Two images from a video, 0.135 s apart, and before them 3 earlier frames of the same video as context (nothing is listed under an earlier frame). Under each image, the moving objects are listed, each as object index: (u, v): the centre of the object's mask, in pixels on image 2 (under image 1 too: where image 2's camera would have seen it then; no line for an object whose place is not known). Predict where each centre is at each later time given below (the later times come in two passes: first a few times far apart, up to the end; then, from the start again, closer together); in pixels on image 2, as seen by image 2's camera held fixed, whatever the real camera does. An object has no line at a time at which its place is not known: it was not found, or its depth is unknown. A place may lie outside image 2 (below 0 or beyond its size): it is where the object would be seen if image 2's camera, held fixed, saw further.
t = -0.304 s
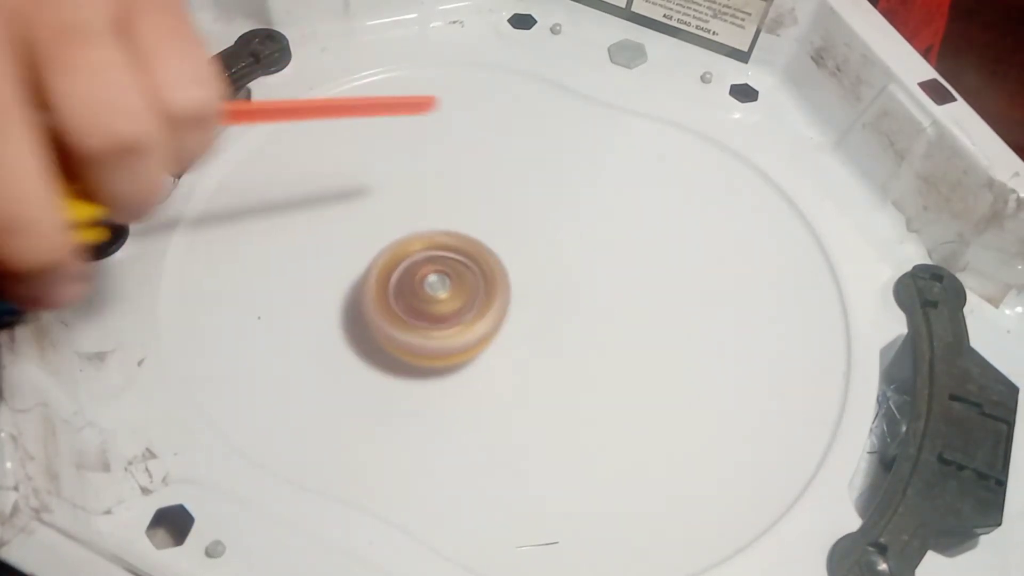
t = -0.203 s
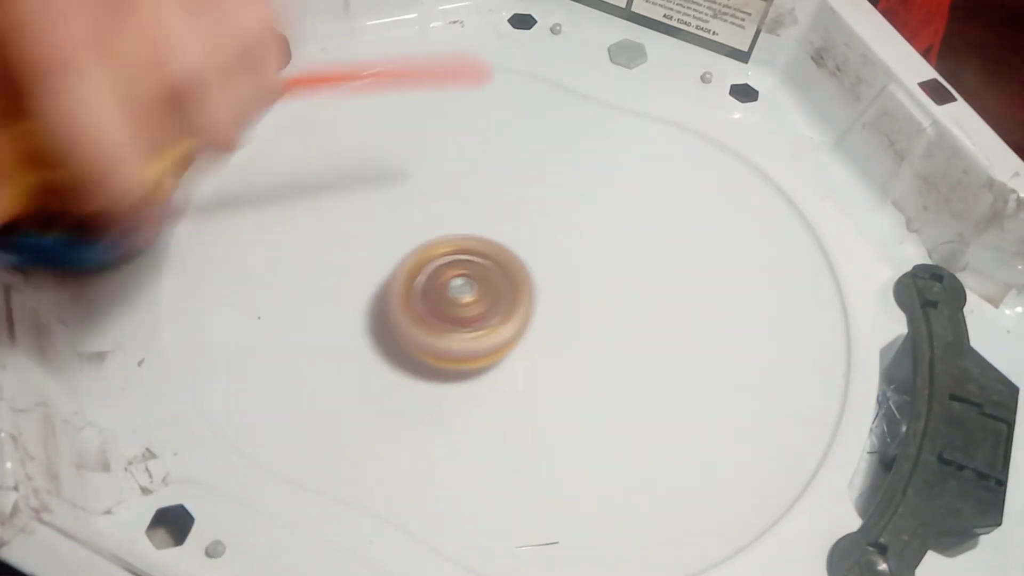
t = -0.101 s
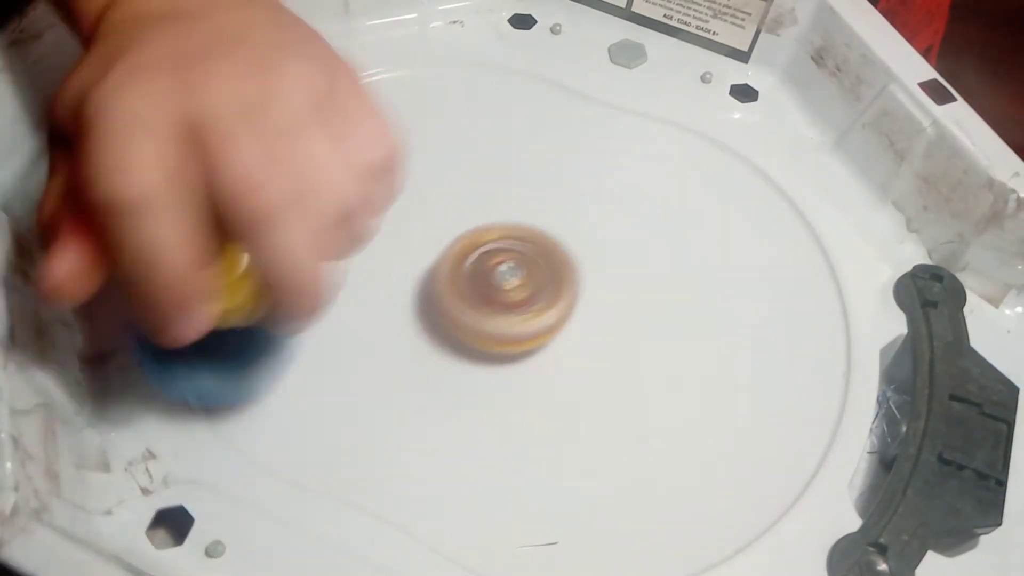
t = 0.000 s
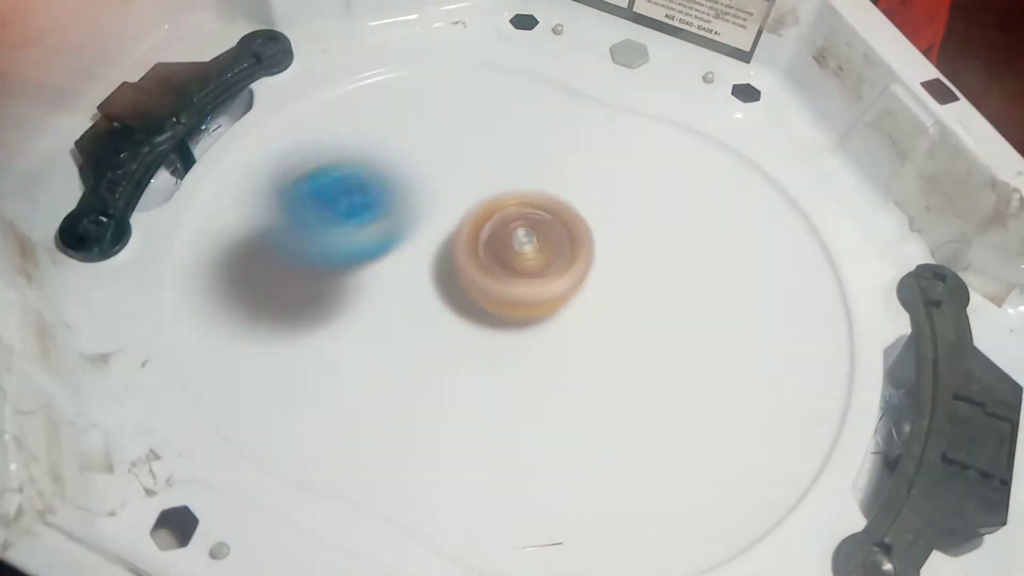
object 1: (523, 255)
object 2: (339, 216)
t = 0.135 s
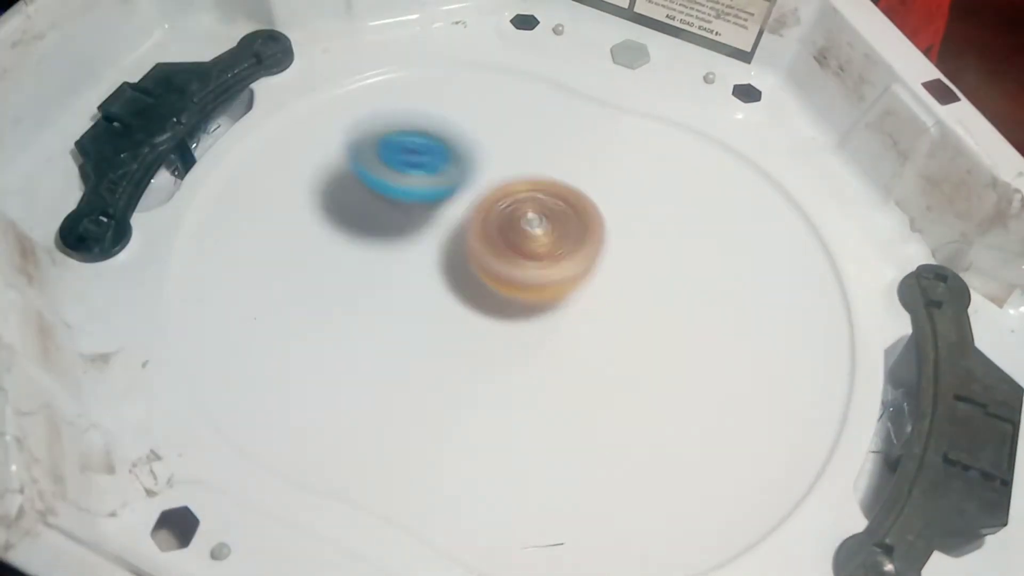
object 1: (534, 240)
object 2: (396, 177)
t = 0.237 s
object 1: (550, 268)
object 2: (372, 123)
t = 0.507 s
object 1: (504, 298)
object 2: (490, 139)
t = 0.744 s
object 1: (510, 274)
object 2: (836, 339)
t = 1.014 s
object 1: (510, 278)
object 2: (688, 523)
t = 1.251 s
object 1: (503, 192)
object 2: (410, 391)
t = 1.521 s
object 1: (367, 82)
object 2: (482, 213)
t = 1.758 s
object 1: (286, 159)
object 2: (837, 299)
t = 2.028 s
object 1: (444, 270)
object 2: (733, 524)
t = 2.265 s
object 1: (601, 247)
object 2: (396, 273)
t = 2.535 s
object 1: (641, 193)
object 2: (452, 23)
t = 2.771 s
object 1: (595, 254)
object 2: (573, 38)
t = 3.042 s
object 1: (577, 363)
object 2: (695, 266)
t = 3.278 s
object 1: (490, 490)
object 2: (718, 412)
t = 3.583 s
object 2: (742, 232)
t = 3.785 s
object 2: (657, 180)
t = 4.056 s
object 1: (390, 138)
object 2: (599, 169)
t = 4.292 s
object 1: (351, 97)
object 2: (566, 159)
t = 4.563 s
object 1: (386, 131)
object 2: (656, 173)
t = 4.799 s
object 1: (443, 190)
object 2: (782, 403)
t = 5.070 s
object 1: (528, 258)
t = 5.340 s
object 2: (277, 115)
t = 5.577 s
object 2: (543, 76)
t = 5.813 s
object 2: (747, 315)
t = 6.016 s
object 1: (525, 355)
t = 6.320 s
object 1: (454, 262)
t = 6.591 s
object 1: (489, 167)
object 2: (265, 93)
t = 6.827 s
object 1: (592, 170)
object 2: (394, 64)
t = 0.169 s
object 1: (542, 255)
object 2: (386, 168)
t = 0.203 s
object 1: (548, 262)
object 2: (376, 141)
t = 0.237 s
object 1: (550, 268)
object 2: (372, 123)
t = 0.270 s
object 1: (549, 275)
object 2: (372, 116)
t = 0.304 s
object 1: (544, 284)
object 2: (376, 108)
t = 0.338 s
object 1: (538, 293)
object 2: (384, 104)
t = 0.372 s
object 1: (529, 299)
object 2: (396, 104)
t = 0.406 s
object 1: (520, 303)
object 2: (414, 110)
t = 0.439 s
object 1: (513, 304)
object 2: (436, 114)
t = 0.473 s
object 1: (507, 303)
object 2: (461, 124)
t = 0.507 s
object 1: (504, 298)
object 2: (490, 139)
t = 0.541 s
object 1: (502, 293)
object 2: (523, 157)
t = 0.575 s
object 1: (502, 288)
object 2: (562, 178)
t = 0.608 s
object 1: (503, 281)
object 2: (607, 202)
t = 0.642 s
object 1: (506, 271)
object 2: (652, 230)
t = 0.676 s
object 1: (509, 267)
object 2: (705, 264)
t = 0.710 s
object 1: (512, 271)
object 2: (762, 301)
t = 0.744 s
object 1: (510, 274)
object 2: (836, 339)
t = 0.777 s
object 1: (506, 273)
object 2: (870, 375)
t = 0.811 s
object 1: (509, 275)
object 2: (864, 417)
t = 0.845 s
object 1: (511, 272)
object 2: (848, 470)
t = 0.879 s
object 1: (510, 268)
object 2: (842, 511)
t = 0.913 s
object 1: (509, 270)
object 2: (827, 532)
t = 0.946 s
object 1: (509, 276)
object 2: (769, 531)
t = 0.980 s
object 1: (510, 280)
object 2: (730, 527)
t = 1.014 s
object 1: (510, 278)
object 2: (688, 523)
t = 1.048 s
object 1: (508, 271)
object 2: (641, 518)
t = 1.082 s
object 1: (508, 268)
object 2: (581, 499)
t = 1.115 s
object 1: (511, 273)
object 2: (533, 458)
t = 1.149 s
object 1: (513, 274)
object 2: (492, 412)
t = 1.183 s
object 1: (511, 249)
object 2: (461, 397)
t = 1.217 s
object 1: (508, 218)
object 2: (433, 400)
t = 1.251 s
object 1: (503, 192)
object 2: (410, 391)
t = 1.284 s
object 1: (496, 168)
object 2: (392, 376)
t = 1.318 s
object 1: (485, 148)
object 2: (382, 354)
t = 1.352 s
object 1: (471, 132)
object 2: (380, 325)
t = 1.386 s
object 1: (453, 119)
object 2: (386, 294)
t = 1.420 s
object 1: (434, 110)
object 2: (399, 261)
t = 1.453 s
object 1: (415, 104)
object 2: (417, 231)
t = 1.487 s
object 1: (392, 95)
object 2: (443, 217)
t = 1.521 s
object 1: (367, 82)
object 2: (482, 213)
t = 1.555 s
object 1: (346, 74)
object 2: (525, 210)
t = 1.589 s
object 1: (326, 71)
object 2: (572, 213)
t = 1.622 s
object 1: (309, 81)
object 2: (624, 219)
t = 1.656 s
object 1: (296, 97)
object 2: (676, 229)
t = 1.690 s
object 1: (287, 116)
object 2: (732, 245)
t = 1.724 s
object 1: (284, 137)
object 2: (788, 269)
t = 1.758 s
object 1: (286, 159)
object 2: (837, 299)
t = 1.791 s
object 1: (296, 180)
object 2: (872, 321)
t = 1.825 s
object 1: (308, 200)
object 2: (868, 363)
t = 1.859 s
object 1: (326, 218)
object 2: (858, 407)
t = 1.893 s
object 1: (347, 235)
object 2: (848, 453)
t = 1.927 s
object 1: (369, 248)
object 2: (843, 502)
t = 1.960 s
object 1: (394, 258)
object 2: (827, 524)
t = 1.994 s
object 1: (419, 266)
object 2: (780, 531)
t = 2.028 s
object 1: (444, 270)
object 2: (733, 524)
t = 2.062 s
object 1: (469, 273)
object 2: (683, 519)
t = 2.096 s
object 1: (495, 275)
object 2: (628, 509)
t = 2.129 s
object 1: (519, 277)
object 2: (565, 477)
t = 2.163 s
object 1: (542, 271)
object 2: (507, 430)
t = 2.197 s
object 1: (564, 264)
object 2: (458, 380)
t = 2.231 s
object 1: (584, 255)
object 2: (422, 326)
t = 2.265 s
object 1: (601, 247)
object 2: (396, 273)
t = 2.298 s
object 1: (617, 236)
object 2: (380, 219)
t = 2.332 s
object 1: (630, 226)
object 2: (371, 167)
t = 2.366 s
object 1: (639, 215)
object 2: (372, 121)
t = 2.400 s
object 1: (647, 206)
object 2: (377, 80)
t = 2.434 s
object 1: (648, 199)
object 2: (388, 42)
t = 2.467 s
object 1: (647, 195)
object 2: (403, 31)
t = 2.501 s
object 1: (646, 192)
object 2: (427, 27)
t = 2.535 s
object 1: (641, 193)
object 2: (452, 23)
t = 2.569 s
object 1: (633, 195)
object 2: (477, 22)
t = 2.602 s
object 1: (626, 199)
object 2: (507, 22)
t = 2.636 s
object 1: (617, 207)
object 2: (524, 22)
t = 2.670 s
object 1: (609, 217)
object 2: (548, 19)
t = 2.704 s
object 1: (604, 228)
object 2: (547, 31)
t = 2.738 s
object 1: (599, 241)
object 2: (557, 34)
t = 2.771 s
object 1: (595, 254)
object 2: (573, 38)
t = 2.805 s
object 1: (594, 267)
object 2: (586, 49)
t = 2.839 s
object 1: (593, 281)
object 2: (588, 74)
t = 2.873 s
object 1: (594, 293)
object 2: (601, 96)
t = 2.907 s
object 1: (594, 307)
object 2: (615, 129)
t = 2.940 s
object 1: (592, 320)
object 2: (631, 164)
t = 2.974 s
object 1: (592, 329)
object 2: (649, 201)
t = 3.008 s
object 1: (593, 340)
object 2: (670, 236)
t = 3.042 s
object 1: (577, 363)
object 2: (695, 266)
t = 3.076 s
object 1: (559, 388)
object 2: (722, 287)
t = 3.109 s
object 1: (546, 408)
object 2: (742, 312)
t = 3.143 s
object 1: (537, 425)
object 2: (751, 339)
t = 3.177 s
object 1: (533, 439)
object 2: (749, 368)
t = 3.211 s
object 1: (533, 451)
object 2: (732, 397)
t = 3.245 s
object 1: (534, 462)
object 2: (702, 421)
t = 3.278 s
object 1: (490, 490)
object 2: (718, 412)
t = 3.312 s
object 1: (433, 507)
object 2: (767, 383)
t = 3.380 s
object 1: (402, 505)
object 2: (843, 326)
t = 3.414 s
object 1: (374, 512)
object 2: (839, 305)
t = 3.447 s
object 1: (345, 519)
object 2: (822, 288)
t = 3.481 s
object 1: (315, 524)
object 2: (802, 270)
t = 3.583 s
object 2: (742, 232)
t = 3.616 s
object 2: (724, 220)
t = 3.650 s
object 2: (708, 208)
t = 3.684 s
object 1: (324, 507)
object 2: (693, 199)
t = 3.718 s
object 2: (679, 191)
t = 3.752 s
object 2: (667, 184)
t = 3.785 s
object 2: (657, 180)
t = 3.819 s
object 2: (646, 174)
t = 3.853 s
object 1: (381, 354)
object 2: (636, 171)
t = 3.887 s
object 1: (394, 316)
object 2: (629, 169)
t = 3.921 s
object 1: (398, 278)
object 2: (622, 168)
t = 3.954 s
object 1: (399, 238)
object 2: (614, 168)
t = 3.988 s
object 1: (398, 204)
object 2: (608, 169)
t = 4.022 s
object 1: (395, 171)
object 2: (603, 169)
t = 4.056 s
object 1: (390, 138)
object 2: (599, 169)
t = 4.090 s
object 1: (382, 111)
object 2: (595, 169)
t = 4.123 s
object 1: (374, 89)
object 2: (591, 169)
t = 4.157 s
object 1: (365, 71)
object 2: (587, 169)
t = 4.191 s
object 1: (358, 61)
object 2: (582, 169)
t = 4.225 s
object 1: (351, 76)
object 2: (576, 166)
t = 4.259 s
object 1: (348, 87)
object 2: (571, 163)
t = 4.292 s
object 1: (351, 97)
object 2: (566, 159)
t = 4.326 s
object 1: (357, 107)
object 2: (560, 152)
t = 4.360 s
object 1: (364, 113)
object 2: (555, 146)
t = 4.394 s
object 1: (374, 116)
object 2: (550, 141)
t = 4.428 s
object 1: (388, 119)
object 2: (545, 139)
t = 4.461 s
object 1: (403, 122)
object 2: (539, 142)
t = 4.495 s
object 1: (406, 123)
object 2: (555, 146)
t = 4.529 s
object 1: (393, 124)
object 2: (606, 159)
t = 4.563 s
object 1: (386, 131)
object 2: (656, 173)
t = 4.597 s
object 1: (385, 138)
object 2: (700, 191)
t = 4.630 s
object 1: (389, 146)
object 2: (736, 214)
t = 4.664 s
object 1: (397, 154)
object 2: (769, 245)
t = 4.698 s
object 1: (407, 165)
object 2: (791, 281)
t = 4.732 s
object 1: (418, 174)
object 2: (802, 320)
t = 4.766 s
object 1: (431, 182)
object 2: (796, 362)
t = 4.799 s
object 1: (443, 190)
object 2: (782, 403)
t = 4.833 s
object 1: (456, 199)
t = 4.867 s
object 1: (470, 207)
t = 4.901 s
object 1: (483, 214)
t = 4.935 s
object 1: (496, 222)
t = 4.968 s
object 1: (509, 229)
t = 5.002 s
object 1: (518, 238)
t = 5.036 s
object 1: (525, 247)
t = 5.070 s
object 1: (528, 258)
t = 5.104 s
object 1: (532, 268)
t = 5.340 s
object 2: (277, 115)
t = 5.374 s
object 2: (306, 90)
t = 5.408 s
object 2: (337, 67)
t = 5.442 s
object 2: (372, 51)
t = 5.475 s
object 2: (414, 48)
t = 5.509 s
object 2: (459, 53)
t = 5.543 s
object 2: (503, 59)
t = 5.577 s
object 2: (543, 76)
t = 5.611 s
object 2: (582, 99)
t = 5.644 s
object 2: (621, 129)
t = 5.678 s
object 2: (661, 162)
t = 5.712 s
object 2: (694, 197)
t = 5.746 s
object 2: (719, 239)
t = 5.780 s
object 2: (733, 279)
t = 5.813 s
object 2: (747, 315)
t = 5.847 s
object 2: (756, 343)
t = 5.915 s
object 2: (754, 396)
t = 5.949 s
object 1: (552, 374)
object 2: (737, 430)
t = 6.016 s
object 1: (525, 355)
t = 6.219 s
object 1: (468, 297)
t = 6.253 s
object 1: (463, 285)
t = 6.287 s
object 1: (459, 273)
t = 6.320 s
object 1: (454, 262)
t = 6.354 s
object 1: (449, 252)
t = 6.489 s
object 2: (238, 165)
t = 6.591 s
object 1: (489, 167)
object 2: (265, 93)
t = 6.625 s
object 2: (299, 85)
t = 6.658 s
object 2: (335, 77)
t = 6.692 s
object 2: (367, 72)
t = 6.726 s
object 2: (388, 65)
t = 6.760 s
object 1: (538, 153)
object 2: (383, 50)
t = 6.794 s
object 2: (386, 51)
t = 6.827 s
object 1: (592, 170)
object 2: (394, 64)
